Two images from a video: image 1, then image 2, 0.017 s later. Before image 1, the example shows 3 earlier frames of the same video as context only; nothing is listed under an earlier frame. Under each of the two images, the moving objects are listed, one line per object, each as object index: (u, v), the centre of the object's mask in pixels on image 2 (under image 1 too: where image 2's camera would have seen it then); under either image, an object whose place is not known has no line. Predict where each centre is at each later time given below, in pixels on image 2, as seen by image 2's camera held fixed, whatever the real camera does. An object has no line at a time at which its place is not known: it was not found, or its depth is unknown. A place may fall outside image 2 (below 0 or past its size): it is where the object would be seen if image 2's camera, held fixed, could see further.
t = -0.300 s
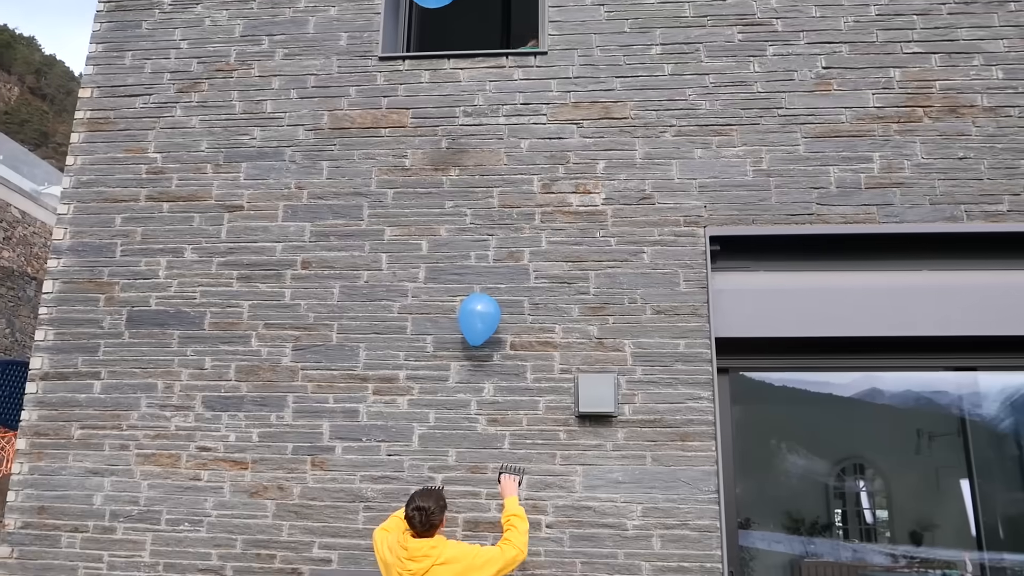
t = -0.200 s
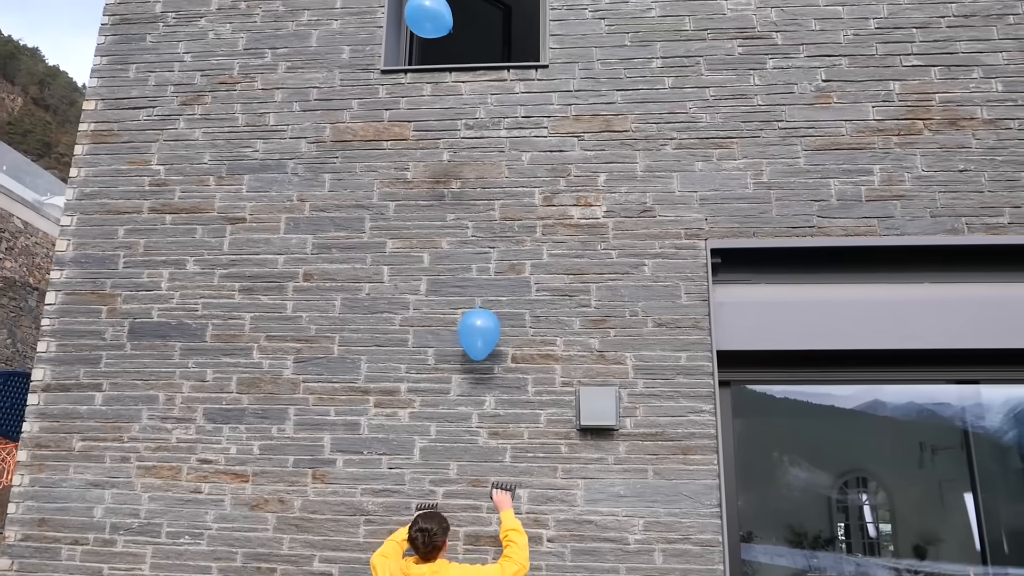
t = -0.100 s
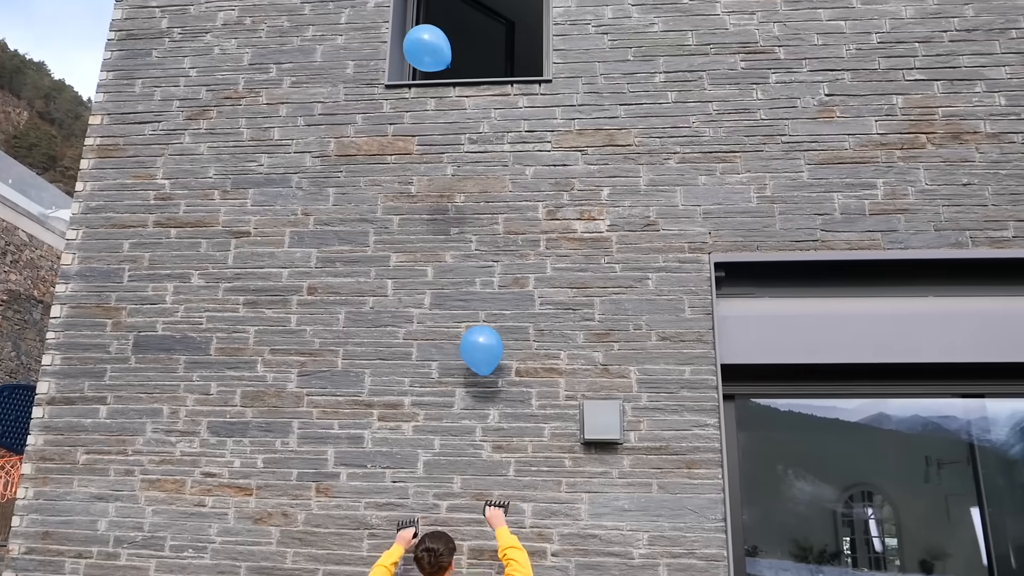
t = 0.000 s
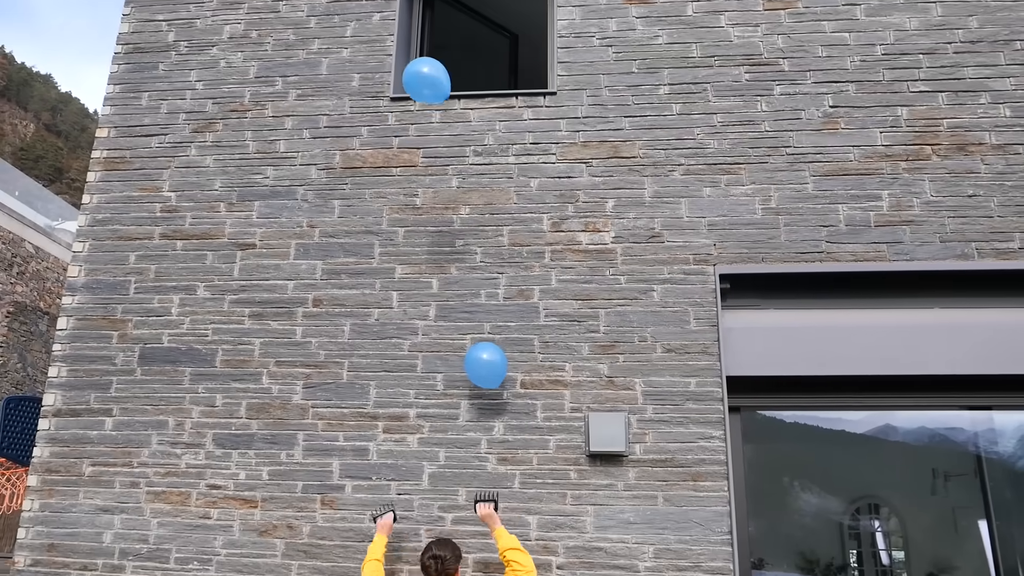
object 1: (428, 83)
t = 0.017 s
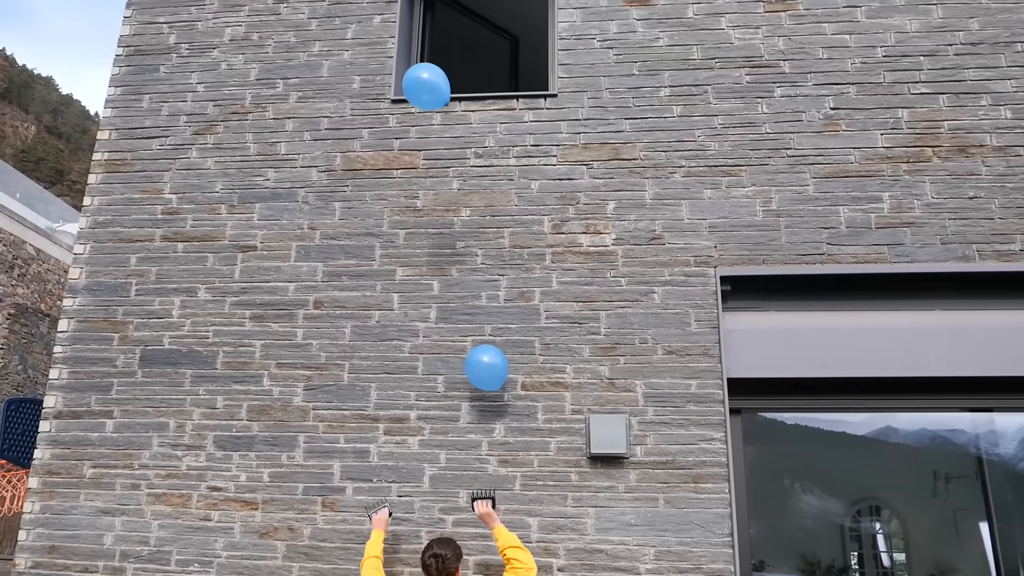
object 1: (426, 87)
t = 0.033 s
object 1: (426, 90)
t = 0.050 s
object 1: (424, 94)
